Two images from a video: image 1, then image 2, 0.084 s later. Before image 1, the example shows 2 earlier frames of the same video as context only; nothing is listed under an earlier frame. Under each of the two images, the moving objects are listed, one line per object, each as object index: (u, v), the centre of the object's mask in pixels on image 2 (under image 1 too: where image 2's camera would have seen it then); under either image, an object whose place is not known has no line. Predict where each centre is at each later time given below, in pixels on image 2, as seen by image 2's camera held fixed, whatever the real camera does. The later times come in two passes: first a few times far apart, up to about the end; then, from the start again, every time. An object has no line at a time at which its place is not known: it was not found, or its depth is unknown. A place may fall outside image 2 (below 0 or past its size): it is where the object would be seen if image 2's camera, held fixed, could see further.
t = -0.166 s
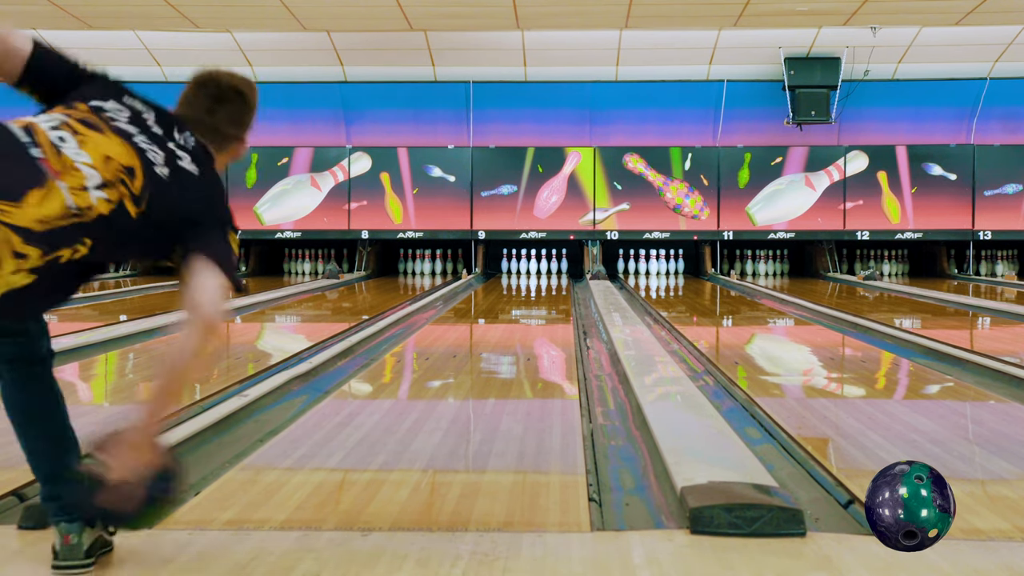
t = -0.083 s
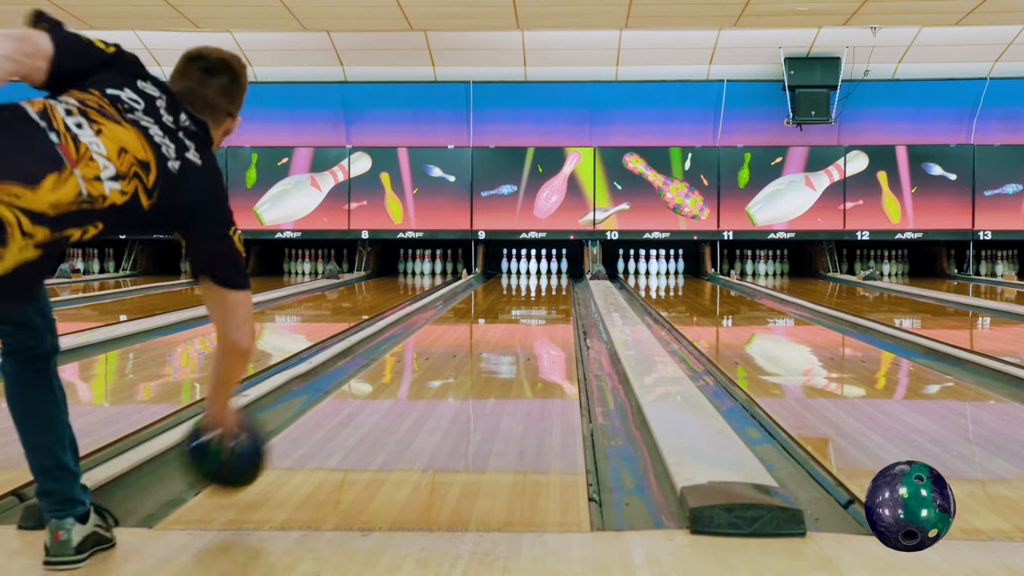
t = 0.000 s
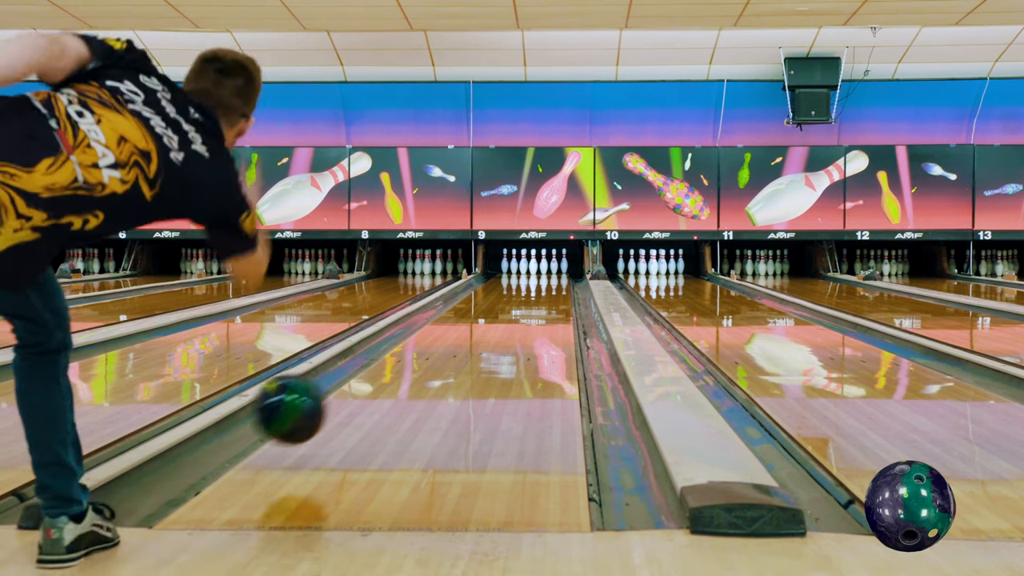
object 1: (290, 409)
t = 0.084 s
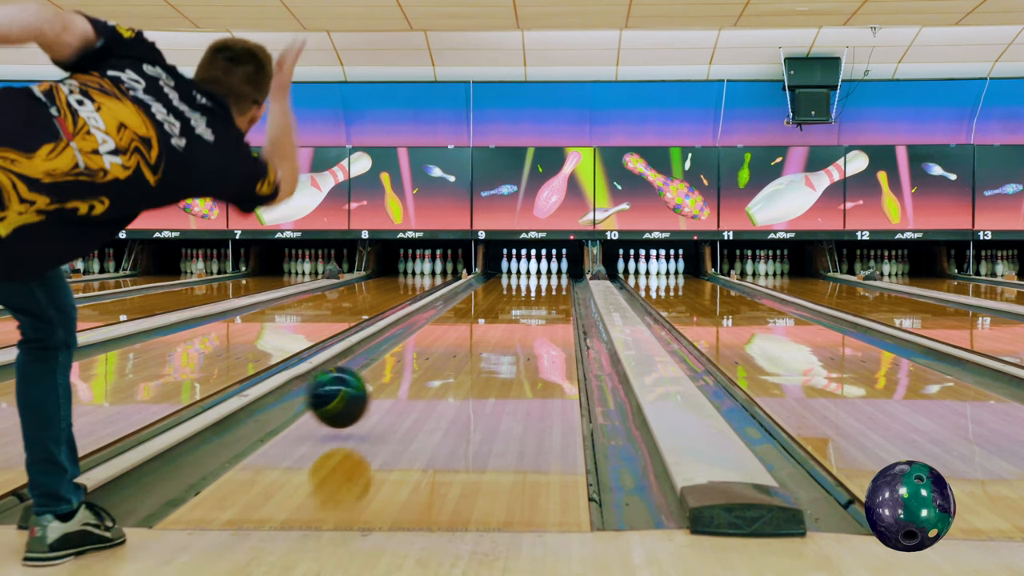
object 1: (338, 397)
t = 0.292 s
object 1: (417, 362)
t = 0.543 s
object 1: (472, 332)
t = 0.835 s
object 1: (510, 309)
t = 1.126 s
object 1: (533, 296)
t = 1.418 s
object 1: (548, 285)
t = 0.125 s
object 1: (358, 396)
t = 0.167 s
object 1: (375, 388)
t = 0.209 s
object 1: (391, 377)
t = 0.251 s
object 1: (406, 369)
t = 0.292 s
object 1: (417, 362)
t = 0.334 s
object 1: (429, 356)
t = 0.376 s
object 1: (439, 350)
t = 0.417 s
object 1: (448, 345)
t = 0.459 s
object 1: (457, 340)
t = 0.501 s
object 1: (465, 336)
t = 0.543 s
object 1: (472, 332)
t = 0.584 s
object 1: (478, 328)
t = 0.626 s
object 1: (485, 324)
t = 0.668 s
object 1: (490, 321)
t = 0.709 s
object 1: (496, 318)
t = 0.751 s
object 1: (501, 315)
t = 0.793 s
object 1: (505, 312)
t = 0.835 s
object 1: (510, 309)
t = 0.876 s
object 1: (514, 307)
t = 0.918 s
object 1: (517, 305)
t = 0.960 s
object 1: (521, 303)
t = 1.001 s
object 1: (524, 301)
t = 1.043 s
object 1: (528, 299)
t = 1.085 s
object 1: (531, 297)
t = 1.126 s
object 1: (533, 296)
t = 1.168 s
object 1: (536, 294)
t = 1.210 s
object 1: (539, 292)
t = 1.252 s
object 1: (541, 291)
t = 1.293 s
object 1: (543, 289)
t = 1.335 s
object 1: (545, 288)
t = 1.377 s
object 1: (547, 286)
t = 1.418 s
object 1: (548, 285)
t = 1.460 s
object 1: (550, 284)
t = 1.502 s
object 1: (551, 283)
